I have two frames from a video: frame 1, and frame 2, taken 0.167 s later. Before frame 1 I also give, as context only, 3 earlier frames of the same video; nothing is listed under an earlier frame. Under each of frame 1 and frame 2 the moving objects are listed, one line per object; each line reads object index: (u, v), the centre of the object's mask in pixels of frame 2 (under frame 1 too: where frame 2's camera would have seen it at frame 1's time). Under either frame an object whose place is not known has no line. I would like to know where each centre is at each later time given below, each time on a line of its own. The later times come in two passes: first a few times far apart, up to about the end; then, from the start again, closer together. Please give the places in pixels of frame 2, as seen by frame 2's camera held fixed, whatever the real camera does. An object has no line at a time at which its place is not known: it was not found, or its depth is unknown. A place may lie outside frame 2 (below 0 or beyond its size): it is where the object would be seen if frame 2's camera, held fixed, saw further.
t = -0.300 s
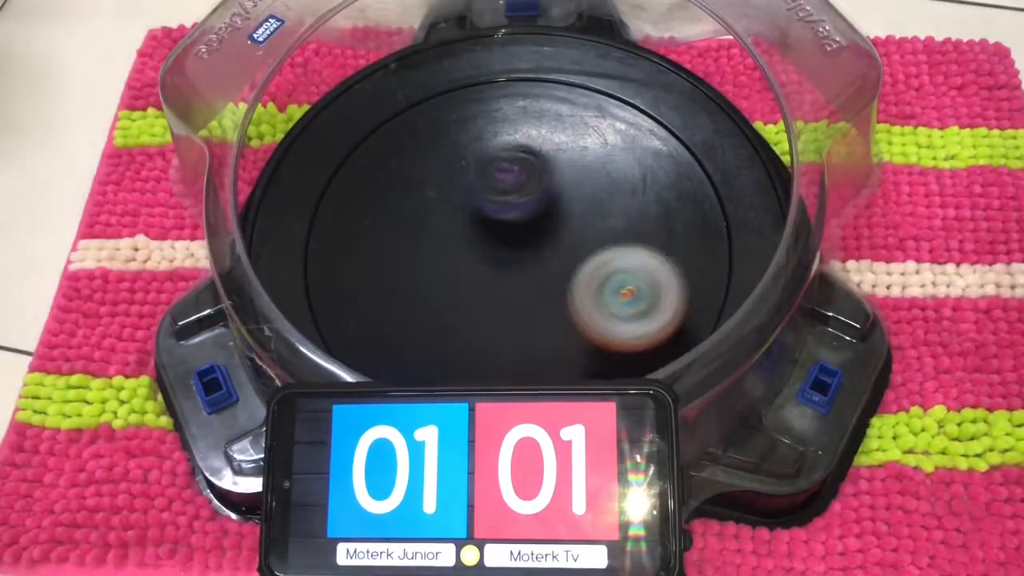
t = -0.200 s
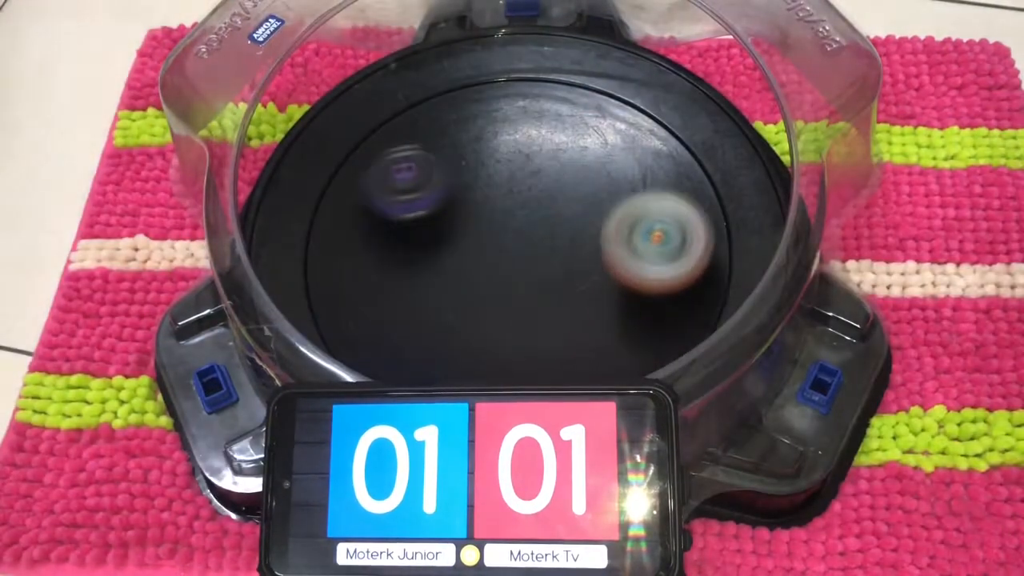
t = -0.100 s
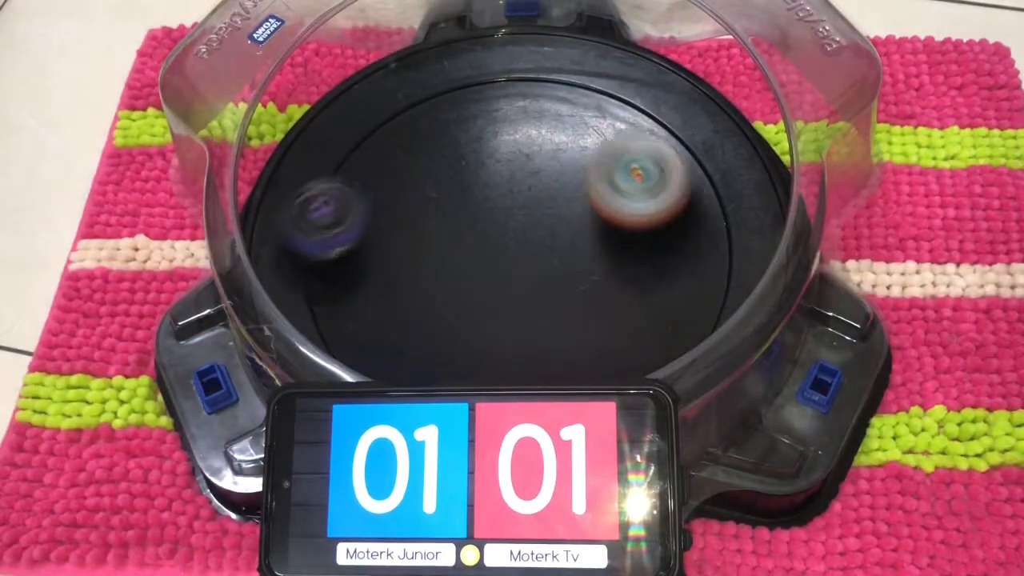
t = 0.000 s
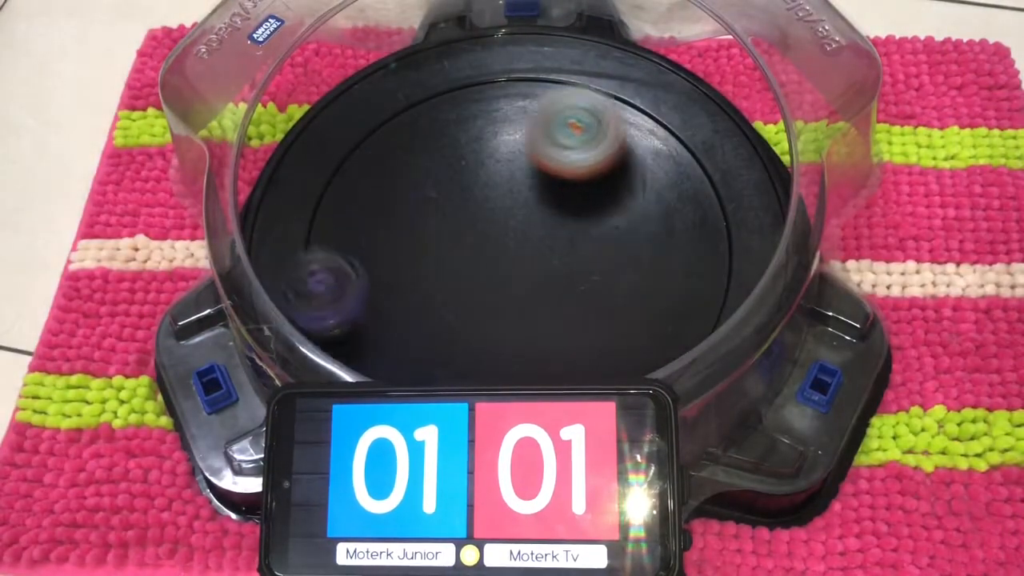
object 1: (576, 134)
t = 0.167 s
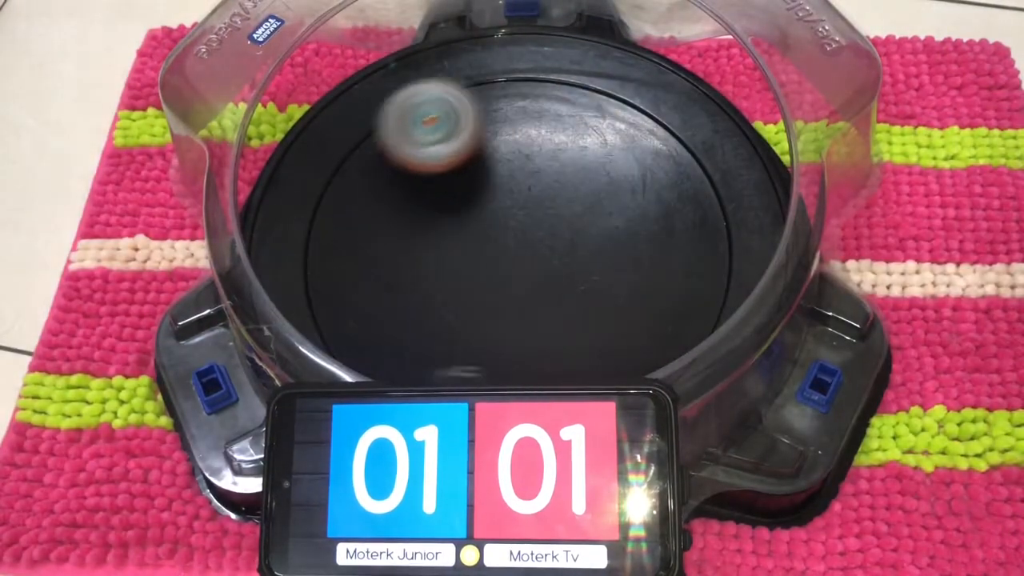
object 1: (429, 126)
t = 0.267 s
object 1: (364, 176)
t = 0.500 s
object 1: (422, 345)
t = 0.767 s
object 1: (687, 291)
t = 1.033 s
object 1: (601, 95)
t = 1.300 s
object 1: (342, 157)
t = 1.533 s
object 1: (392, 350)
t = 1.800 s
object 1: (687, 315)
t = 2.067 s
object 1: (622, 97)
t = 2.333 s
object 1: (348, 135)
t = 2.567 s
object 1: (394, 359)
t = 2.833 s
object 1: (541, 347)
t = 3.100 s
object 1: (458, 207)
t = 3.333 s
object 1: (404, 218)
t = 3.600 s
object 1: (360, 307)
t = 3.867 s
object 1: (430, 274)
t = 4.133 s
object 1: (510, 241)
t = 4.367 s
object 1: (432, 272)
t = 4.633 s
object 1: (406, 300)
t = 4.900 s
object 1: (449, 268)
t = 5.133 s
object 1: (409, 243)
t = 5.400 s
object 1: (334, 315)
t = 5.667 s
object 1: (457, 332)
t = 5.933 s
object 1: (402, 243)
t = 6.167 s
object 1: (405, 242)
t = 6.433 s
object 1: (456, 335)
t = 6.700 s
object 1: (529, 313)
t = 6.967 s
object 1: (656, 251)
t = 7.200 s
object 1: (686, 170)
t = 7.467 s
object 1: (614, 150)
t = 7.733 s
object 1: (540, 243)
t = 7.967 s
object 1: (627, 226)
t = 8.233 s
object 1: (580, 222)
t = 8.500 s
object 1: (560, 225)
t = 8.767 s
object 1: (518, 244)
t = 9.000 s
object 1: (559, 315)
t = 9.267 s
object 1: (621, 297)
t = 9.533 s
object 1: (519, 248)
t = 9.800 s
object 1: (427, 263)
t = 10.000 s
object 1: (448, 268)
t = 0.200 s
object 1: (403, 139)
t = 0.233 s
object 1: (382, 156)
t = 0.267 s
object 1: (364, 176)
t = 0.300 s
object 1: (352, 201)
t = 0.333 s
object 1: (346, 228)
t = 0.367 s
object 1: (347, 257)
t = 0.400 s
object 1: (356, 285)
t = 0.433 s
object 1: (372, 312)
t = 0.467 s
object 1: (394, 332)
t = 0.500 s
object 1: (422, 345)
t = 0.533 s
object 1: (455, 353)
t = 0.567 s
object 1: (492, 356)
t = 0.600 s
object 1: (533, 356)
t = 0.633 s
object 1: (574, 353)
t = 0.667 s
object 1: (609, 346)
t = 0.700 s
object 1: (643, 338)
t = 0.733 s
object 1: (664, 315)
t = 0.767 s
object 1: (687, 291)
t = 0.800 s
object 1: (703, 265)
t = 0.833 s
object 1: (709, 236)
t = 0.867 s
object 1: (708, 205)
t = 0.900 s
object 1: (699, 178)
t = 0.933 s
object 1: (683, 151)
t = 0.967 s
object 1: (660, 128)
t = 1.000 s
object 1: (632, 109)
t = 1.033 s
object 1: (601, 95)
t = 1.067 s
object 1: (566, 85)
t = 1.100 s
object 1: (528, 79)
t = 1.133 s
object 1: (493, 80)
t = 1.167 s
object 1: (456, 85)
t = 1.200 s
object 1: (423, 95)
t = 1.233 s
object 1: (391, 112)
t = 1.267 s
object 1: (364, 132)
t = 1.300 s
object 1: (342, 157)
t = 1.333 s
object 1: (326, 187)
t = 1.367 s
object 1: (316, 218)
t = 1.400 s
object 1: (315, 252)
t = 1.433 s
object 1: (324, 283)
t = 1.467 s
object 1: (343, 312)
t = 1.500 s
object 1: (366, 334)
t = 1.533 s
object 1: (392, 350)
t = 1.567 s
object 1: (422, 362)
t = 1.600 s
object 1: (460, 367)
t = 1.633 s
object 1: (508, 367)
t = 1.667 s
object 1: (550, 365)
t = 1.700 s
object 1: (592, 358)
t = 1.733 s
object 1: (634, 352)
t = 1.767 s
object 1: (664, 340)
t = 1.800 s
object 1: (687, 315)
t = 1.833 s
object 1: (701, 281)
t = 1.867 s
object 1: (715, 252)
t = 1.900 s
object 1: (719, 222)
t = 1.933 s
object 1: (711, 189)
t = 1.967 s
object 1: (697, 160)
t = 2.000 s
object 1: (678, 135)
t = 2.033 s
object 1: (651, 114)
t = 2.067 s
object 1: (622, 97)
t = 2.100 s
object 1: (587, 84)
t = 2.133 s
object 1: (550, 76)
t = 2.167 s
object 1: (511, 74)
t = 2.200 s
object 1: (473, 77)
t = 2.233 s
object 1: (438, 84)
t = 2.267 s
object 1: (404, 96)
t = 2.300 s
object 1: (374, 114)
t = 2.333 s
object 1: (348, 135)
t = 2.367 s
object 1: (326, 161)
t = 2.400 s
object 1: (311, 191)
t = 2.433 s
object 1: (302, 222)
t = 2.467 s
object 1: (306, 257)
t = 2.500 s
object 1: (313, 296)
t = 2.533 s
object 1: (351, 337)
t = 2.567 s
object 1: (394, 359)
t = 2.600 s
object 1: (437, 374)
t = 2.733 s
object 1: (592, 370)
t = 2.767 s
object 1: (579, 358)
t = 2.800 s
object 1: (562, 353)
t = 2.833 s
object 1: (541, 347)
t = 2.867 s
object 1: (521, 338)
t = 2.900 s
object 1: (505, 326)
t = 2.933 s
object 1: (490, 305)
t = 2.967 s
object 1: (479, 284)
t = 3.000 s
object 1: (470, 262)
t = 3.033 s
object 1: (463, 242)
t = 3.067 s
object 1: (460, 223)
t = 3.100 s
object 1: (458, 207)
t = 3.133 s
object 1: (457, 194)
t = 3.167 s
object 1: (458, 183)
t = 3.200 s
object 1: (459, 175)
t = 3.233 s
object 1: (463, 170)
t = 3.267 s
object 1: (448, 182)
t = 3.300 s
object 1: (424, 202)
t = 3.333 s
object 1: (404, 218)
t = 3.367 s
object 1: (387, 234)
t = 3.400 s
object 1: (374, 248)
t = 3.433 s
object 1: (365, 263)
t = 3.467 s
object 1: (359, 276)
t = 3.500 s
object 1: (357, 287)
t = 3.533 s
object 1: (356, 296)
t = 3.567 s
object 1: (358, 303)
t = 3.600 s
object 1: (360, 307)
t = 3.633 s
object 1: (364, 309)
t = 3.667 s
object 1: (370, 309)
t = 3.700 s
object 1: (377, 307)
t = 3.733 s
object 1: (385, 302)
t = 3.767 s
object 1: (395, 297)
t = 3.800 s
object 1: (406, 290)
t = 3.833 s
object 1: (418, 282)
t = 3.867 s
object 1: (430, 274)
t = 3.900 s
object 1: (443, 266)
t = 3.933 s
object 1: (457, 259)
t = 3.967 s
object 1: (470, 253)
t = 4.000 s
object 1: (483, 249)
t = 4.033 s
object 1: (493, 247)
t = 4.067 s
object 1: (501, 244)
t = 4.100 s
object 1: (507, 243)
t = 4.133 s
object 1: (510, 241)
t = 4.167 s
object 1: (507, 243)
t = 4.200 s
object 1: (497, 247)
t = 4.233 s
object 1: (485, 253)
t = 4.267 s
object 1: (470, 262)
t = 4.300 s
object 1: (459, 266)
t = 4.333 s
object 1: (451, 268)
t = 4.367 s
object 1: (432, 272)
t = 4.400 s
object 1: (413, 279)
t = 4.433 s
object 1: (401, 284)
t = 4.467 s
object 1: (394, 289)
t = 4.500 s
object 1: (392, 294)
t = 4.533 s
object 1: (393, 297)
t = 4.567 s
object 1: (396, 299)
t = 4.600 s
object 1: (401, 300)
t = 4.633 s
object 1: (406, 300)
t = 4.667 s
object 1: (412, 299)
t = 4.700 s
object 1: (418, 297)
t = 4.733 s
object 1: (423, 295)
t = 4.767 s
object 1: (429, 292)
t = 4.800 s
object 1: (434, 288)
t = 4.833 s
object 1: (440, 282)
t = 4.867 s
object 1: (445, 276)
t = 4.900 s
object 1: (449, 268)
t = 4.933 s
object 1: (453, 260)
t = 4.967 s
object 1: (455, 252)
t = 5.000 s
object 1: (457, 245)
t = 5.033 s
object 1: (459, 237)
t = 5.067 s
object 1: (442, 237)
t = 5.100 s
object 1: (423, 240)
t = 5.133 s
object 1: (409, 243)
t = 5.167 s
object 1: (399, 245)
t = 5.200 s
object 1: (395, 249)
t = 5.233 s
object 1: (395, 254)
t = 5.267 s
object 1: (365, 270)
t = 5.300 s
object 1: (334, 290)
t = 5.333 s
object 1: (324, 299)
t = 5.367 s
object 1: (328, 306)
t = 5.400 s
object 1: (334, 315)
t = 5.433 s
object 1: (342, 322)
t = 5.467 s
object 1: (352, 328)
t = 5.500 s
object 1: (364, 335)
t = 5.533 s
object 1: (379, 341)
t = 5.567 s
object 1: (395, 343)
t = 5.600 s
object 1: (415, 343)
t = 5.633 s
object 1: (435, 339)
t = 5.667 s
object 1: (457, 332)
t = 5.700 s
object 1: (475, 320)
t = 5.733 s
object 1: (491, 306)
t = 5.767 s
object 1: (504, 288)
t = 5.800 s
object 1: (480, 277)
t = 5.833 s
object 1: (454, 268)
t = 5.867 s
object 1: (432, 258)
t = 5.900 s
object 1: (415, 250)
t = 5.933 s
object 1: (402, 243)
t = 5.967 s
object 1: (394, 238)
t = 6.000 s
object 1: (388, 236)
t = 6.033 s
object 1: (386, 235)
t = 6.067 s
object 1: (386, 235)
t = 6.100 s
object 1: (390, 236)
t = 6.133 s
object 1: (397, 238)
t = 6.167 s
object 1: (405, 242)
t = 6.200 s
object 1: (416, 245)
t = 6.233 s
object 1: (427, 249)
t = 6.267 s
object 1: (438, 252)
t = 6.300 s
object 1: (450, 254)
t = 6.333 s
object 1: (453, 273)
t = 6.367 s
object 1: (454, 300)
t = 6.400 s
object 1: (455, 321)
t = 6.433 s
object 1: (456, 335)
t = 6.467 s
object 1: (459, 341)
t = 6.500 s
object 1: (465, 345)
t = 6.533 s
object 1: (472, 344)
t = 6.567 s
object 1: (482, 341)
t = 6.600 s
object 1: (492, 337)
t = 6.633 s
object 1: (503, 330)
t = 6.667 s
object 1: (516, 322)
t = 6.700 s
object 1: (529, 313)
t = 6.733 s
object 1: (553, 312)
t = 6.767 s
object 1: (579, 312)
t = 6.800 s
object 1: (600, 306)
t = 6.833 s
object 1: (618, 298)
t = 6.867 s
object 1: (632, 288)
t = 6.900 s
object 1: (641, 276)
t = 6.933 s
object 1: (648, 264)
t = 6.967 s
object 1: (656, 251)
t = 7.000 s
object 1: (671, 238)
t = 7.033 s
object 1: (680, 224)
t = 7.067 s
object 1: (686, 212)
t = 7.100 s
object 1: (690, 201)
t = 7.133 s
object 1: (691, 190)
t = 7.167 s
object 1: (689, 179)
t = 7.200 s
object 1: (686, 170)
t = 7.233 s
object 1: (681, 162)
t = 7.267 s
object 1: (674, 156)
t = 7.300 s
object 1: (665, 152)
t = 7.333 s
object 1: (655, 148)
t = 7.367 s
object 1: (646, 147)
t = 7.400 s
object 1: (636, 145)
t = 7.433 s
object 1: (626, 146)
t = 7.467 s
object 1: (614, 150)
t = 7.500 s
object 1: (602, 154)
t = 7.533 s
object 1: (591, 162)
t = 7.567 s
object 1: (579, 172)
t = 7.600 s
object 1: (567, 184)
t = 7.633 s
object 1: (557, 199)
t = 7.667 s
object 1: (547, 214)
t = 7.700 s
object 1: (541, 229)
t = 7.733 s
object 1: (540, 243)
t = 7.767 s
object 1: (566, 240)
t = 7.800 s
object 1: (590, 237)
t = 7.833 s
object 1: (608, 235)
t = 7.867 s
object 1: (620, 233)
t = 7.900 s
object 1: (626, 231)
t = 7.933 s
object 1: (628, 228)
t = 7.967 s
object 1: (627, 226)
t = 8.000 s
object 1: (623, 223)
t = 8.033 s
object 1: (616, 222)
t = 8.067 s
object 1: (609, 222)
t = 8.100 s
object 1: (601, 223)
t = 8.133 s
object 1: (592, 223)
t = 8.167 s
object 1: (584, 224)
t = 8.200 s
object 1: (575, 226)
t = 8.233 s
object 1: (580, 222)
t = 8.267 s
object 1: (586, 221)
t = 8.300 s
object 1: (588, 219)
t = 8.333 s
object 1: (587, 219)
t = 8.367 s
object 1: (584, 219)
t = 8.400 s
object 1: (579, 220)
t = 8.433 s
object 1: (573, 221)
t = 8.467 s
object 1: (567, 224)
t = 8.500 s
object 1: (560, 225)
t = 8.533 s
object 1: (553, 228)
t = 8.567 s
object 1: (547, 231)
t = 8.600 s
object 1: (541, 233)
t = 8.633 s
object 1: (535, 236)
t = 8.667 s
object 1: (529, 238)
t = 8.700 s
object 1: (524, 241)
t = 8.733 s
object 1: (521, 242)
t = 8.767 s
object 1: (518, 244)
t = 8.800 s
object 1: (515, 248)
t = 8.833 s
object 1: (514, 251)
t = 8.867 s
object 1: (511, 254)
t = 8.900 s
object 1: (512, 260)
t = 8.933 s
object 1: (529, 282)
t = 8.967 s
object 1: (544, 300)
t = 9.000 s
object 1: (559, 315)
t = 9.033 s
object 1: (576, 325)
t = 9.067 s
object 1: (590, 329)
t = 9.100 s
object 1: (604, 329)
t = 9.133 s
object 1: (614, 327)
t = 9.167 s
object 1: (622, 322)
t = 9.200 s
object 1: (626, 314)
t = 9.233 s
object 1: (626, 306)
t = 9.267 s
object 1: (621, 297)
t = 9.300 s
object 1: (615, 287)
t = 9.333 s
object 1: (607, 279)
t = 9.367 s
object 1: (596, 272)
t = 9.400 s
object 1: (583, 265)
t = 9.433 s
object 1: (568, 259)
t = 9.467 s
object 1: (553, 253)
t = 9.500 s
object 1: (536, 250)
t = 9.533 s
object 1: (519, 248)
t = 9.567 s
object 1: (504, 247)
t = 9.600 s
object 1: (487, 246)
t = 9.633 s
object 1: (474, 247)
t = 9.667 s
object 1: (460, 249)
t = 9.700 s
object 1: (448, 253)
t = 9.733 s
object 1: (438, 256)
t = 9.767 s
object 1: (431, 259)
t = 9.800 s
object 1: (427, 263)
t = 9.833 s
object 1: (424, 265)
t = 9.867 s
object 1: (425, 268)
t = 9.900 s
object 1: (427, 269)
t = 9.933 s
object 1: (432, 269)
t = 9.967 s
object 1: (439, 269)
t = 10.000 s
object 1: (448, 268)
